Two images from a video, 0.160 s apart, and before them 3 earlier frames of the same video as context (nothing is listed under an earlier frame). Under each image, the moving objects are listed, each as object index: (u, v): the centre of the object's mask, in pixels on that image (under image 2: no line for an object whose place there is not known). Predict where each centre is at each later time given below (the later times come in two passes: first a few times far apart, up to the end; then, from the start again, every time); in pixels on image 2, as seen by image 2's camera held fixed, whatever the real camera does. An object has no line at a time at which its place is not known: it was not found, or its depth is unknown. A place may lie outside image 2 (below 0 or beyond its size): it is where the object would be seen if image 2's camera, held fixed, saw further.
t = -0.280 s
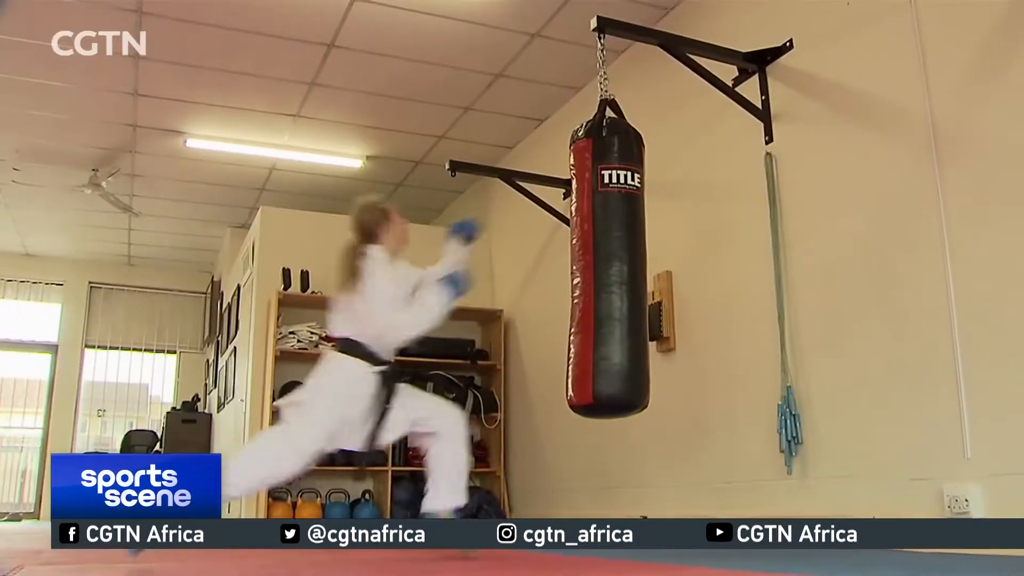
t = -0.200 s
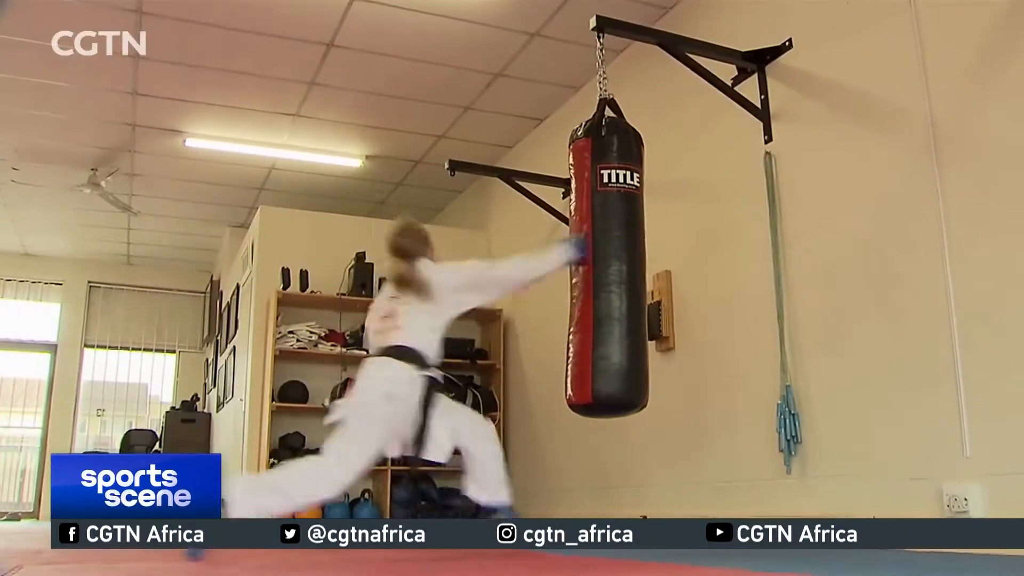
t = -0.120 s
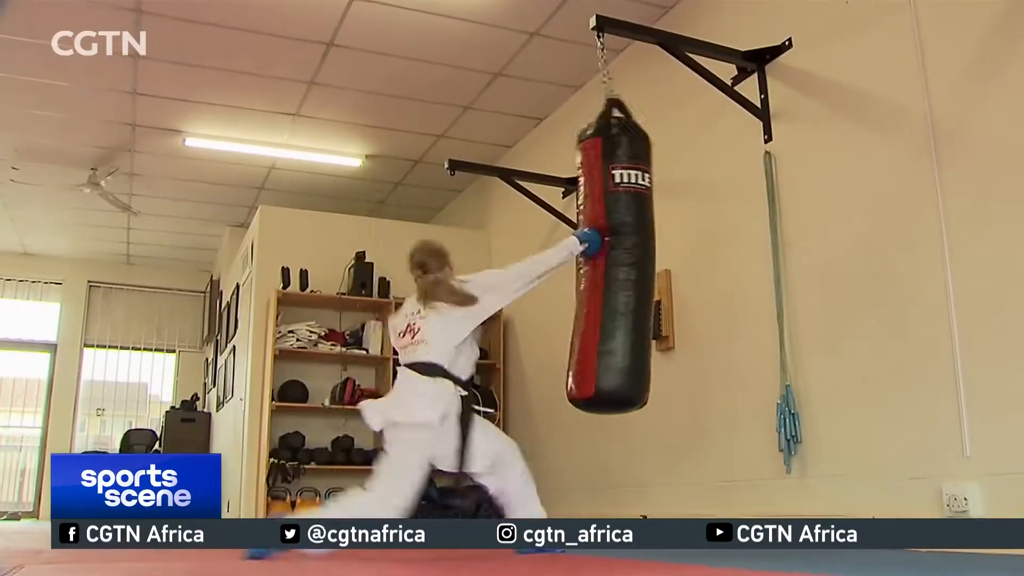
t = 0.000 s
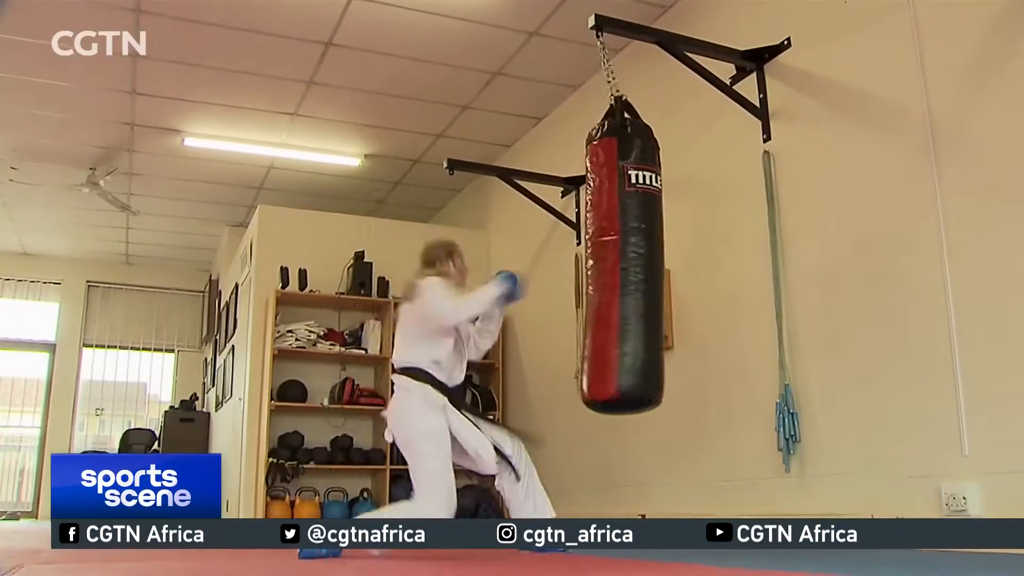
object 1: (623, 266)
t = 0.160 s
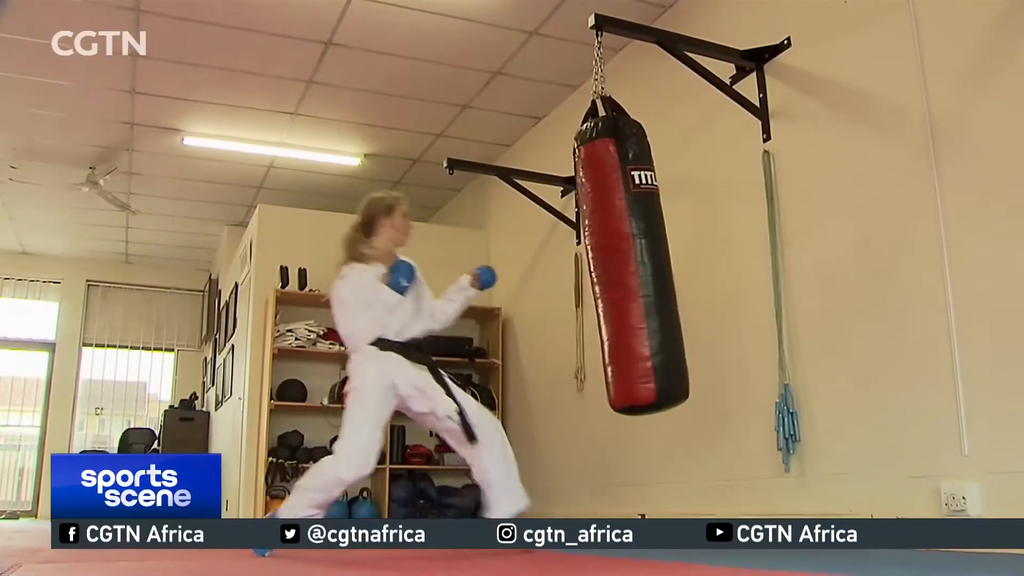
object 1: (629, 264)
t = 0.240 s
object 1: (632, 262)
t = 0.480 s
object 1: (639, 266)
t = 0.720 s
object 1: (629, 263)
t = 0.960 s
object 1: (610, 265)
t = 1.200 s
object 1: (589, 260)
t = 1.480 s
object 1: (572, 258)
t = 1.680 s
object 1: (572, 258)
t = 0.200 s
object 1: (631, 262)
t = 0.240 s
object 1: (632, 262)
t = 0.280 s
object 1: (635, 263)
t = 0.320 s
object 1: (637, 264)
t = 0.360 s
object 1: (639, 265)
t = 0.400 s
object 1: (640, 266)
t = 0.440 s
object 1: (640, 265)
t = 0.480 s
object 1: (639, 266)
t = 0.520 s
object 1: (638, 267)
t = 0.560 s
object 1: (636, 266)
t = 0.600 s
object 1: (634, 265)
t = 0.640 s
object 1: (632, 263)
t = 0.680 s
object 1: (631, 263)
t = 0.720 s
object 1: (629, 263)
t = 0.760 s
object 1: (627, 264)
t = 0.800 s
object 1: (624, 265)
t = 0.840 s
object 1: (621, 266)
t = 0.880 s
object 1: (617, 267)
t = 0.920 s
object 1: (614, 266)
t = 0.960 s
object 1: (610, 265)
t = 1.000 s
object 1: (606, 265)
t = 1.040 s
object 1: (603, 264)
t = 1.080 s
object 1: (600, 262)
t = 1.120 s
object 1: (596, 261)
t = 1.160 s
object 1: (593, 261)
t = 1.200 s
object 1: (589, 260)
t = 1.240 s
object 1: (586, 261)
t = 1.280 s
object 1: (583, 261)
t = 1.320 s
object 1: (580, 261)
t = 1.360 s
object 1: (578, 261)
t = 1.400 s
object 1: (575, 260)
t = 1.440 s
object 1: (574, 259)
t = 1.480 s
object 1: (572, 258)
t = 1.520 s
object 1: (572, 257)
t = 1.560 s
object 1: (571, 257)
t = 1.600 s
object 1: (571, 257)
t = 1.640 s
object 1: (571, 257)
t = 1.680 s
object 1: (572, 258)
